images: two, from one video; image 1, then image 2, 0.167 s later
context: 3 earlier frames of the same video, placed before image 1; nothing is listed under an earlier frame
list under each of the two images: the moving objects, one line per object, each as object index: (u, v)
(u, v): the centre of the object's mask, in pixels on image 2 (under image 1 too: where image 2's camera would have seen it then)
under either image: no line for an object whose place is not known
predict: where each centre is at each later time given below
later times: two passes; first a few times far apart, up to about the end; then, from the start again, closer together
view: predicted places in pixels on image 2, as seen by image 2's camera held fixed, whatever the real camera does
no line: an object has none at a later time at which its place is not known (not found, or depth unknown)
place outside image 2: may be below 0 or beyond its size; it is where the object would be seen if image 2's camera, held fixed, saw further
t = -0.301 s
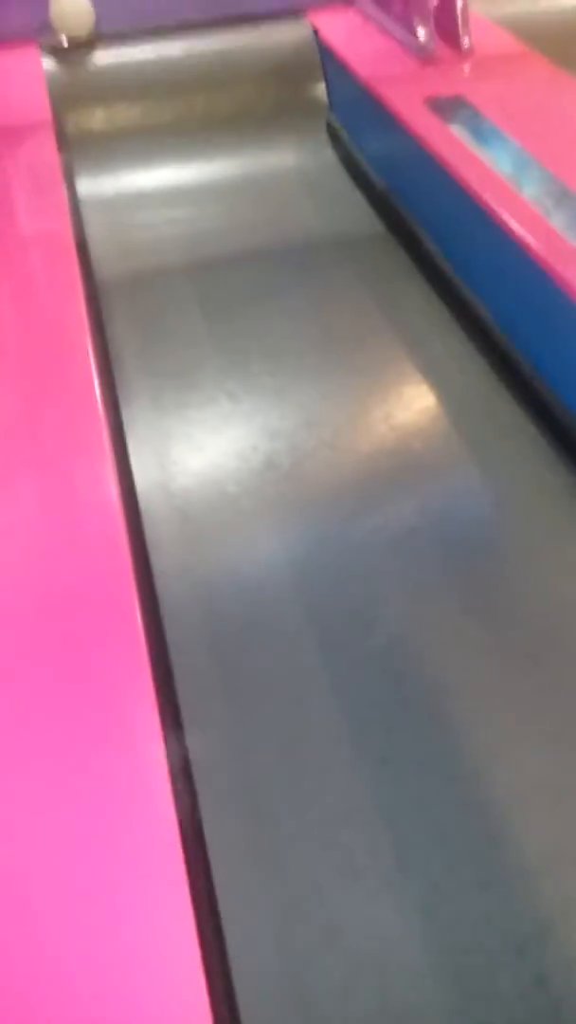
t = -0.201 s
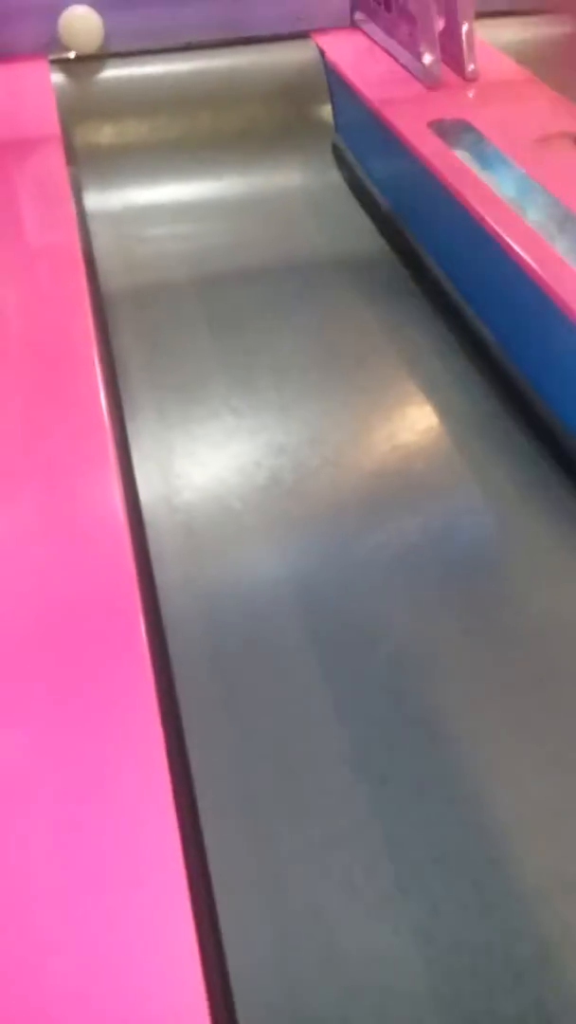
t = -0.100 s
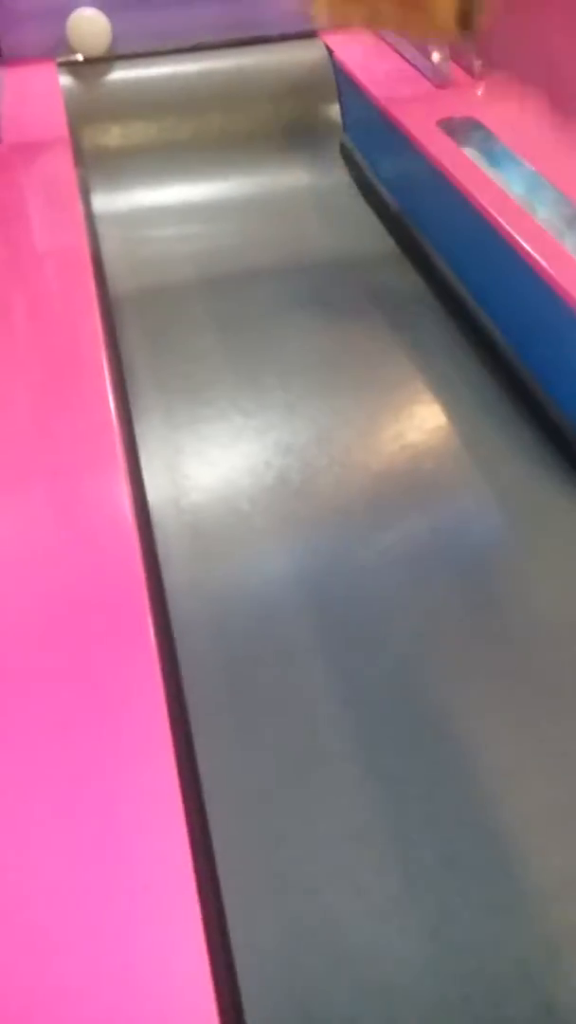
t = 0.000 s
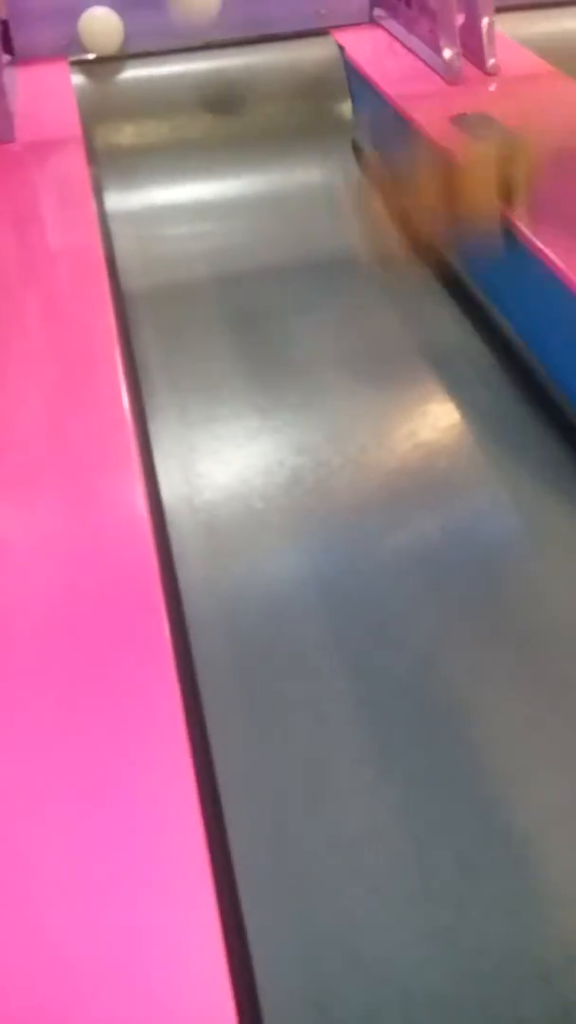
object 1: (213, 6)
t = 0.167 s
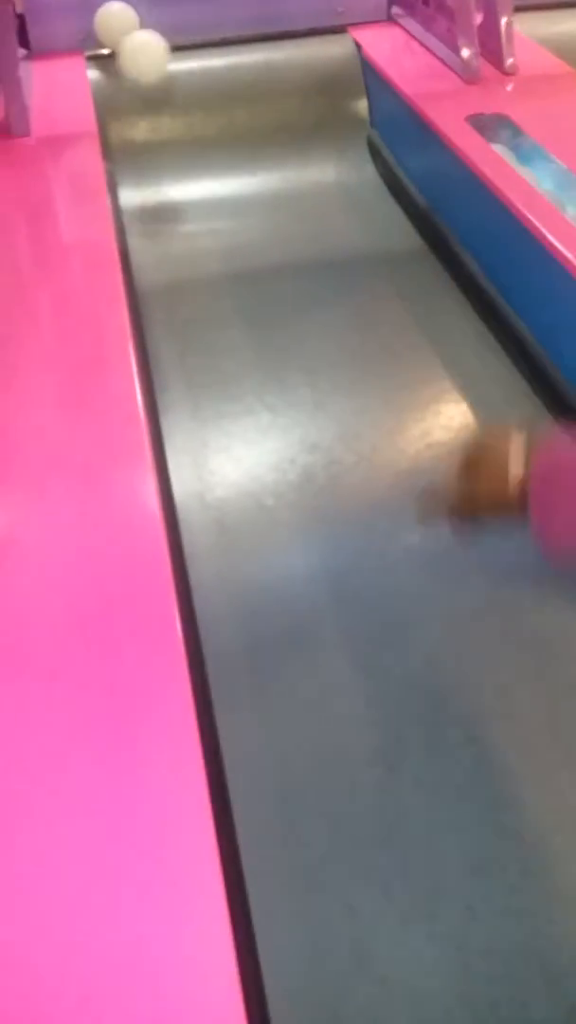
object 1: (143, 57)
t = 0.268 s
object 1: (121, 108)
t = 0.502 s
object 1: (150, 224)
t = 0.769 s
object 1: (174, 292)
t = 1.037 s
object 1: (195, 400)
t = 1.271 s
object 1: (240, 553)
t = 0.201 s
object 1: (133, 66)
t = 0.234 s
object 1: (122, 86)
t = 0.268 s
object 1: (121, 108)
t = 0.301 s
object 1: (130, 137)
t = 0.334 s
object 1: (139, 174)
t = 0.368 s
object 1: (140, 176)
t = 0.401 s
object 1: (140, 176)
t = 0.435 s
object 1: (142, 182)
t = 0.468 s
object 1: (145, 195)
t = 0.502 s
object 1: (150, 224)
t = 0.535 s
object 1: (152, 227)
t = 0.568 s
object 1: (156, 234)
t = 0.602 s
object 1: (161, 245)
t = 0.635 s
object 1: (164, 254)
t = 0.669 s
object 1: (167, 263)
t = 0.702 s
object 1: (169, 272)
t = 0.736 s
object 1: (171, 282)
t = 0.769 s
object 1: (174, 292)
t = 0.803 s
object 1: (177, 303)
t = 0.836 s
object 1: (179, 314)
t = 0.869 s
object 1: (181, 326)
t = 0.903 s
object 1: (184, 339)
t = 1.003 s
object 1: (193, 383)
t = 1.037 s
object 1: (195, 400)
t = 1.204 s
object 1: (221, 500)
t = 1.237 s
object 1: (230, 529)
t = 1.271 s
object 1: (240, 553)
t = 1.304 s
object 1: (249, 581)
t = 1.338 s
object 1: (258, 612)
